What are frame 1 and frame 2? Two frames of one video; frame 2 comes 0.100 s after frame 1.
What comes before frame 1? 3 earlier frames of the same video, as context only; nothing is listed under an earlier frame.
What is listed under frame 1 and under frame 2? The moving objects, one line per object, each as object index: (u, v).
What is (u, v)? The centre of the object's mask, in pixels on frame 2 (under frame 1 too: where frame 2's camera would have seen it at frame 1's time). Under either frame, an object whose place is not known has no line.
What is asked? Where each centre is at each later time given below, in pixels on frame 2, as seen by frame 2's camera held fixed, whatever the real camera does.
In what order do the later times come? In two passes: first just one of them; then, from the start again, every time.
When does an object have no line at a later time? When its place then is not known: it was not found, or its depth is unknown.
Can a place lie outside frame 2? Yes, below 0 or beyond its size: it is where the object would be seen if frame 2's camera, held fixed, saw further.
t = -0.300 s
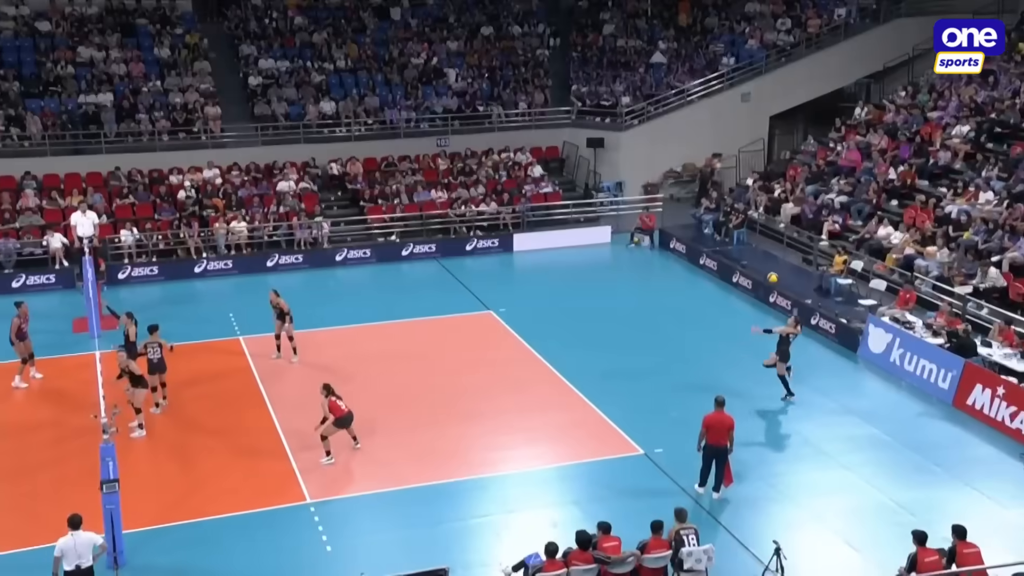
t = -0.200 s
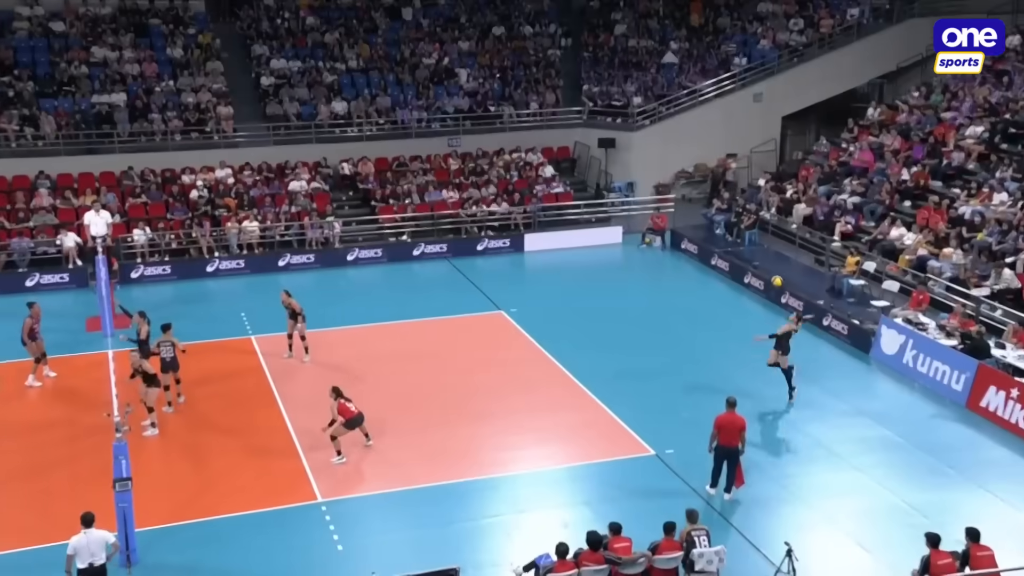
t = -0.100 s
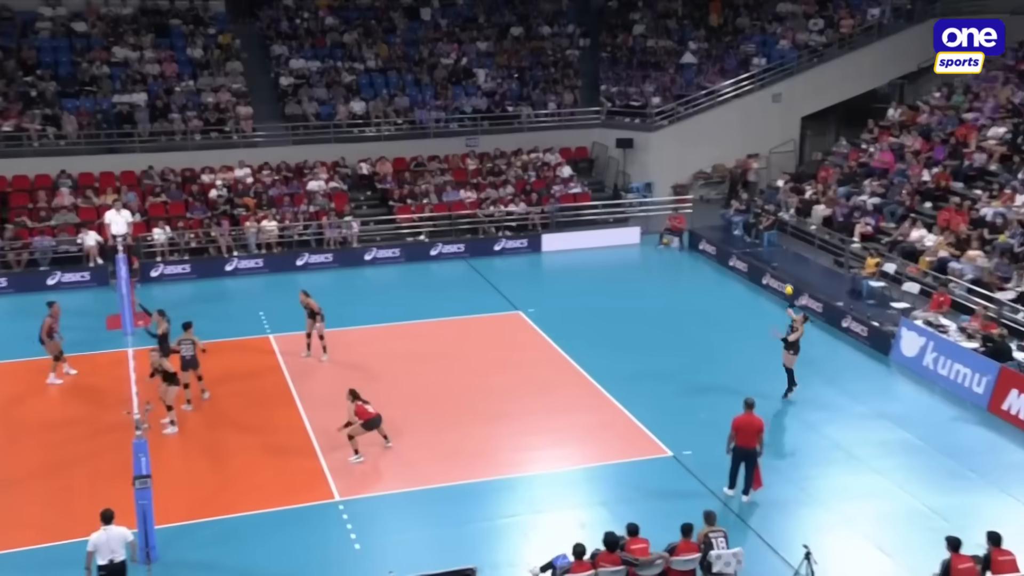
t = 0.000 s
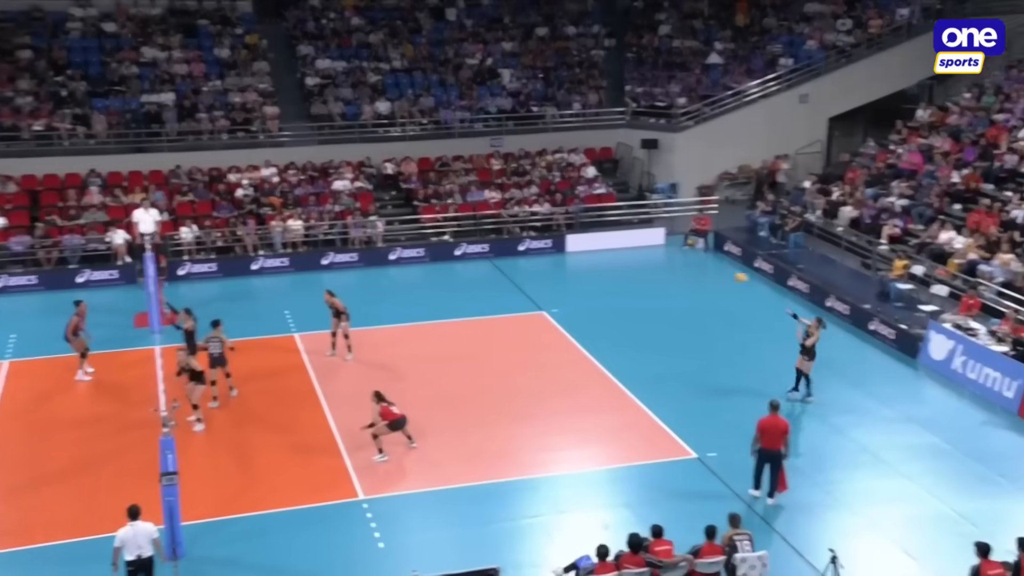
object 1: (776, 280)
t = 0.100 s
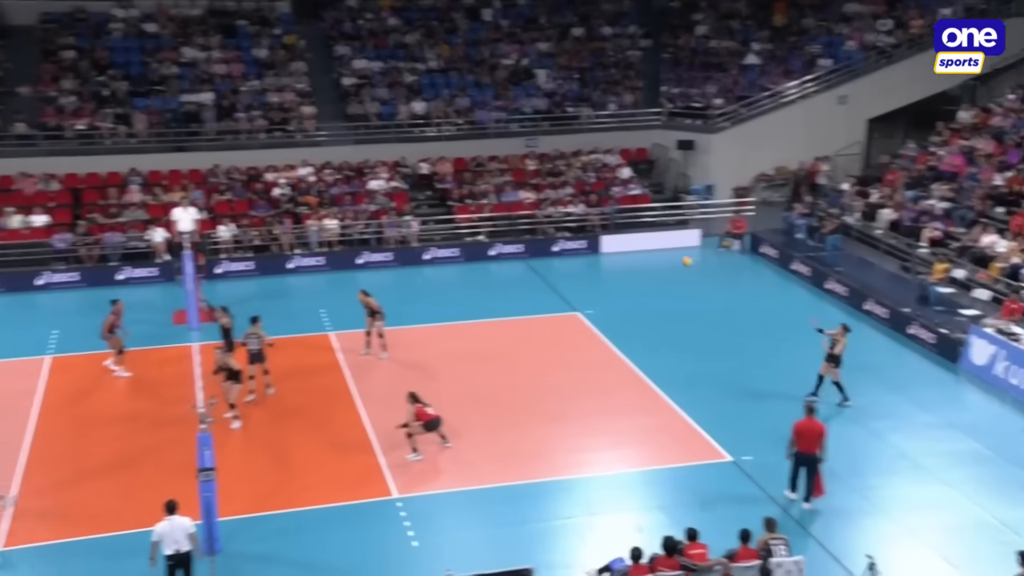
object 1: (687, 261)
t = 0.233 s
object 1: (570, 243)
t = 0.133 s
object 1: (657, 256)
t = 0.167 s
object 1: (628, 251)
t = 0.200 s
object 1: (598, 247)
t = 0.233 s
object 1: (570, 243)
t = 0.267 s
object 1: (542, 240)
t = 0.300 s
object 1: (514, 237)
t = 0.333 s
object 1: (486, 235)
